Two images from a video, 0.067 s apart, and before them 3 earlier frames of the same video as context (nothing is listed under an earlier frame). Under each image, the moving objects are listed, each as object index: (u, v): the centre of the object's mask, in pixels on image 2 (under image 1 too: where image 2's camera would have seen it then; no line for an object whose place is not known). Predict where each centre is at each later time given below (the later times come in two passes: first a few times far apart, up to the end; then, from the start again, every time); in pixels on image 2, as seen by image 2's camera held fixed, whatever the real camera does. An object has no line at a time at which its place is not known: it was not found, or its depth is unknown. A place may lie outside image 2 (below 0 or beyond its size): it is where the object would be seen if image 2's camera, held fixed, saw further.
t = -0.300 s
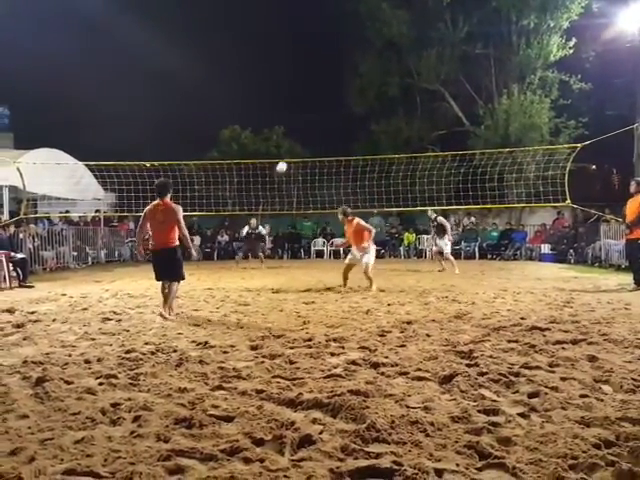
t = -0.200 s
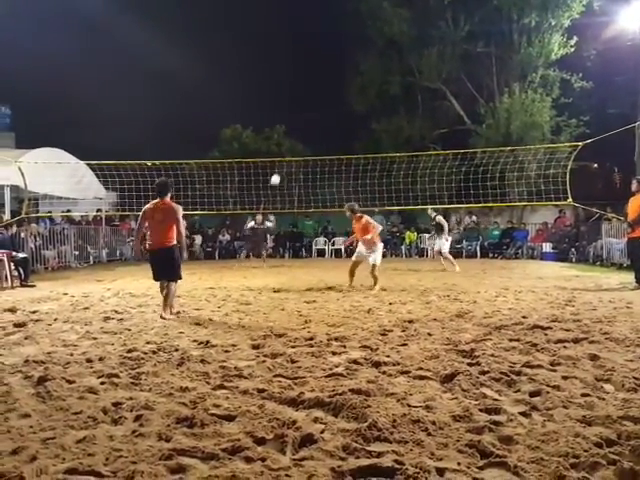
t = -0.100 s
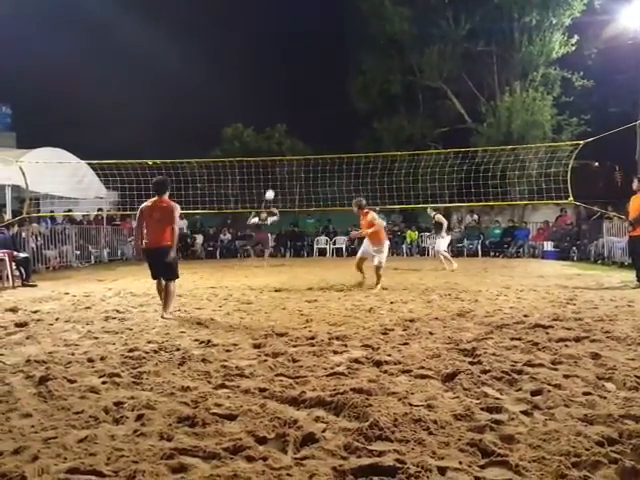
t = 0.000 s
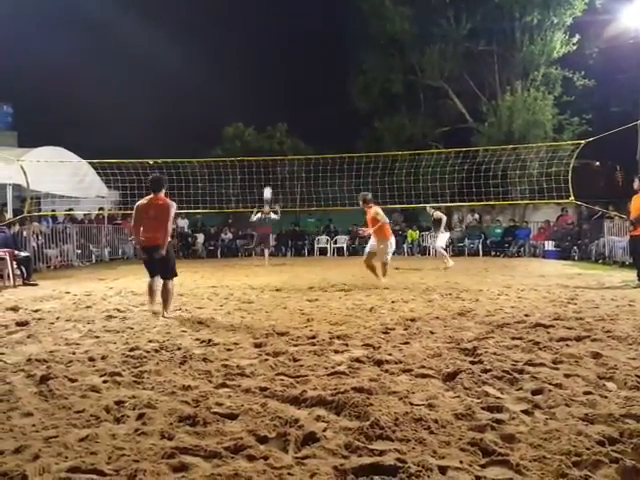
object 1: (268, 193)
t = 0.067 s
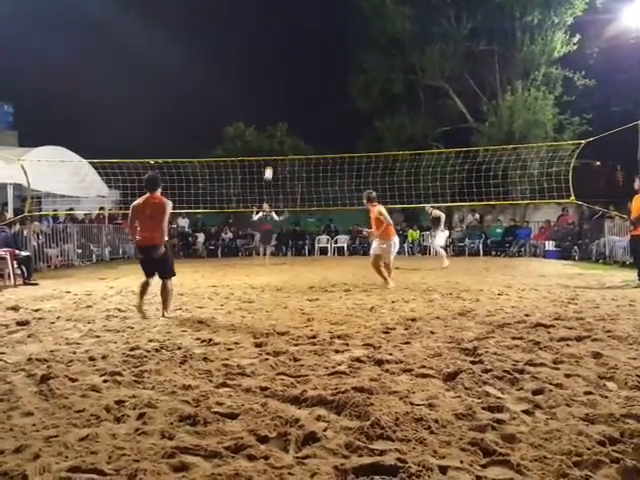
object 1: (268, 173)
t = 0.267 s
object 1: (271, 124)
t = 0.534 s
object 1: (273, 77)
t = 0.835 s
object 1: (278, 55)
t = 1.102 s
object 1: (283, 66)
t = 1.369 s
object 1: (288, 109)
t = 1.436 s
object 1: (290, 124)
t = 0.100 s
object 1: (269, 165)
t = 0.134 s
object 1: (269, 156)
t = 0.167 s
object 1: (269, 147)
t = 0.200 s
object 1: (270, 139)
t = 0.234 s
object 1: (270, 131)
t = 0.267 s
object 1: (271, 124)
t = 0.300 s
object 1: (271, 117)
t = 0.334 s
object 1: (271, 110)
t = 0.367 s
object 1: (272, 104)
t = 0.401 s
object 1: (272, 97)
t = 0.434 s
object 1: (272, 92)
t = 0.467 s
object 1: (273, 86)
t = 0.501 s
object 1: (273, 82)
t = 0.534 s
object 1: (273, 77)
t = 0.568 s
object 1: (274, 73)
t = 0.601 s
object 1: (274, 69)
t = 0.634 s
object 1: (275, 66)
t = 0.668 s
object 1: (275, 63)
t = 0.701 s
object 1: (276, 61)
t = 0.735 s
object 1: (276, 59)
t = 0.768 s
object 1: (277, 57)
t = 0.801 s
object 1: (277, 56)
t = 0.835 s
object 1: (278, 55)
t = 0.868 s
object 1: (278, 55)
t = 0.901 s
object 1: (279, 55)
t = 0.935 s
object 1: (279, 56)
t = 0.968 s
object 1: (280, 57)
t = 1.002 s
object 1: (281, 59)
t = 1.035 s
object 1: (281, 60)
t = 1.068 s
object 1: (282, 63)
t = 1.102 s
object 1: (283, 66)
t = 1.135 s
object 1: (283, 70)
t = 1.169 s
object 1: (284, 74)
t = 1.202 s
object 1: (285, 78)
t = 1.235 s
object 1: (285, 83)
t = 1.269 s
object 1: (286, 89)
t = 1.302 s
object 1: (287, 95)
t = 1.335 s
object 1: (287, 102)
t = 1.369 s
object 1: (288, 109)
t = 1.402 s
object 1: (289, 116)
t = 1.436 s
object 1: (290, 124)
